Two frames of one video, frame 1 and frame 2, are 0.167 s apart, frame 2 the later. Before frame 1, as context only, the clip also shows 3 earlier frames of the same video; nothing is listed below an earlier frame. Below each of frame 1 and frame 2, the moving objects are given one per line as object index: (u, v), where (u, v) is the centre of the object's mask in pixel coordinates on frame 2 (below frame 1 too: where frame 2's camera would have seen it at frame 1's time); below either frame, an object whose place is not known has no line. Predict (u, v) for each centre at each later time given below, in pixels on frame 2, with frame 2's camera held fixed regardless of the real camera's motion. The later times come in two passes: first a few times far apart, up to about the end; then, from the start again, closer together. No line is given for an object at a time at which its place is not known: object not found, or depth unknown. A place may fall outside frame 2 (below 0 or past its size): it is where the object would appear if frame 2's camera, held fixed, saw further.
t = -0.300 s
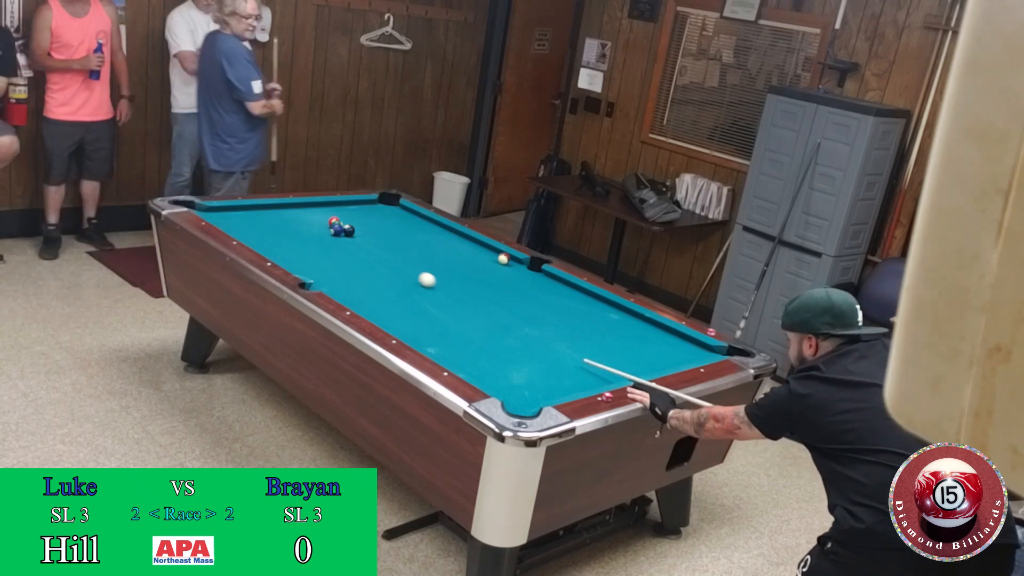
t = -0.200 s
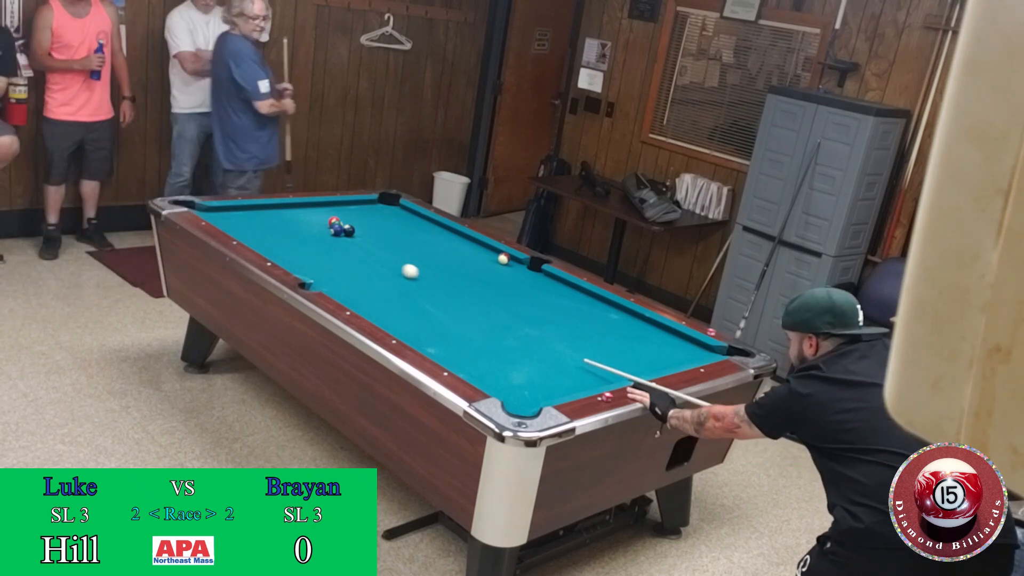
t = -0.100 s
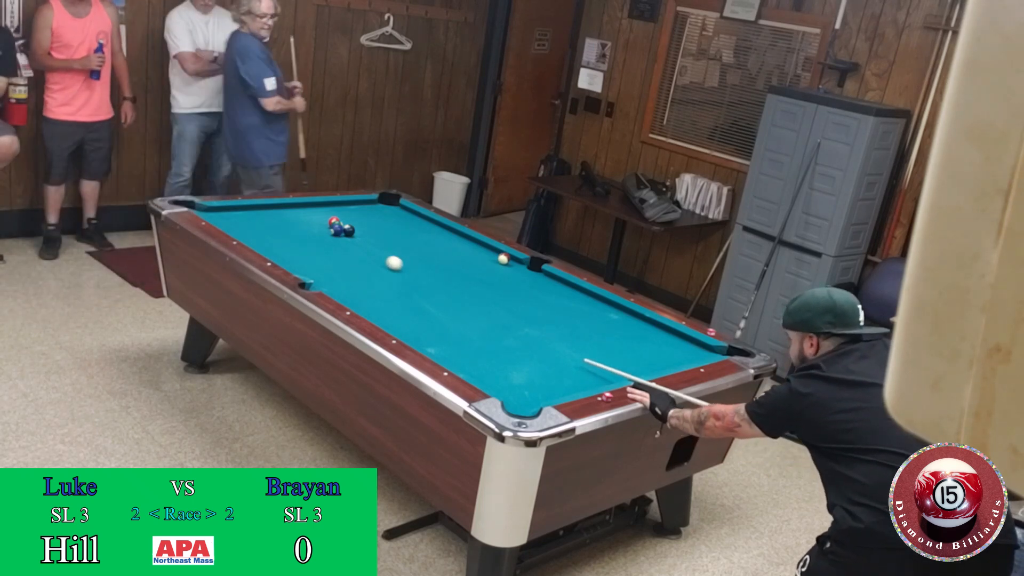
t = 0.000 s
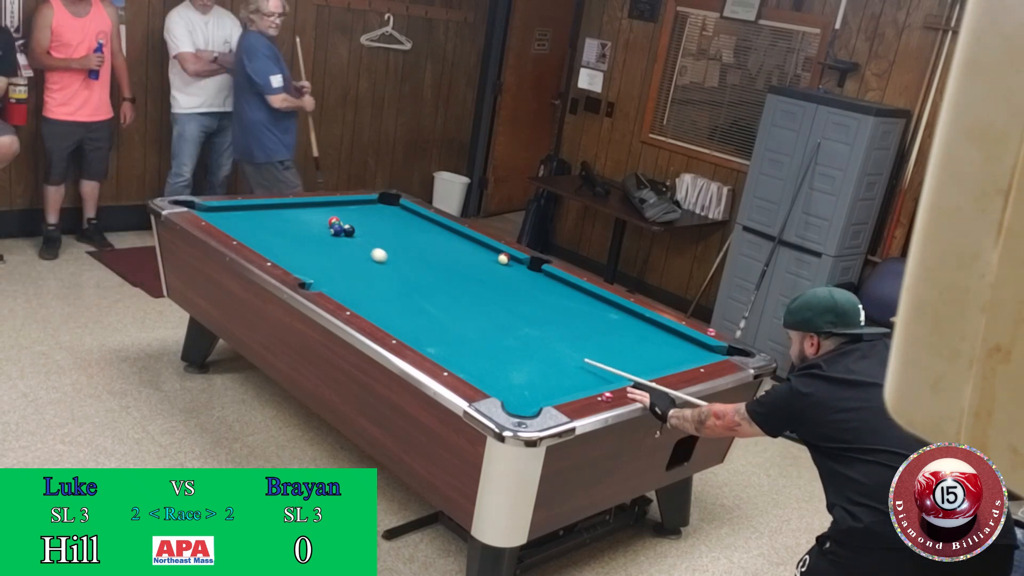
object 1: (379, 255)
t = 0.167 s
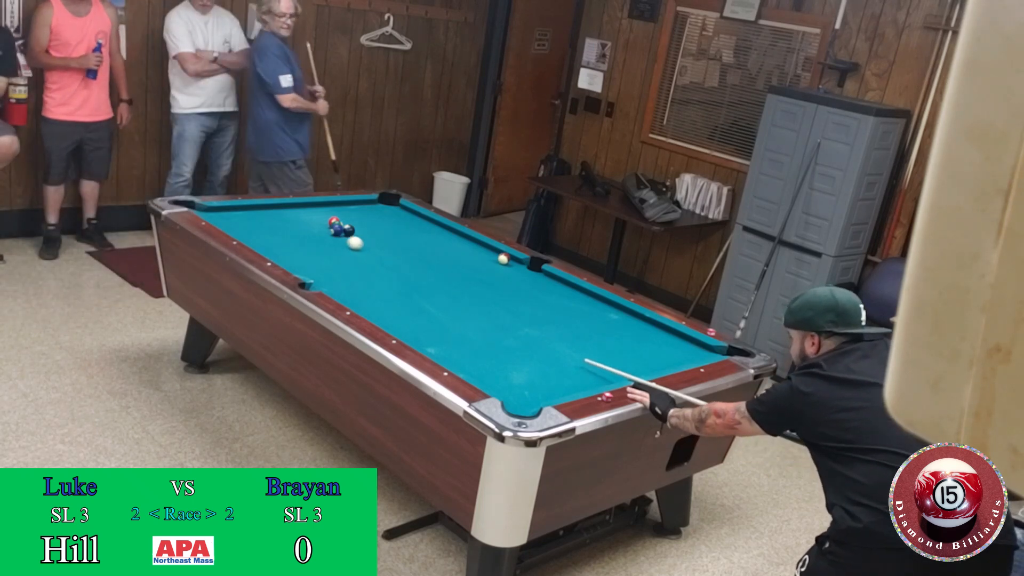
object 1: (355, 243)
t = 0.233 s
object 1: (345, 238)
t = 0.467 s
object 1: (314, 229)
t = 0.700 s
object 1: (284, 223)
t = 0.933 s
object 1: (255, 217)
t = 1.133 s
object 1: (231, 212)
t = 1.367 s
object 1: (213, 210)
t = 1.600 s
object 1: (208, 213)
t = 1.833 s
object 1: (216, 216)
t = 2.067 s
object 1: (226, 219)
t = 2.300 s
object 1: (236, 221)
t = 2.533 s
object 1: (245, 223)
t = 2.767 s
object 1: (253, 225)
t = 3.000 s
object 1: (260, 227)
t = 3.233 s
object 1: (266, 228)
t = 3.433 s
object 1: (270, 229)
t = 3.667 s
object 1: (275, 230)
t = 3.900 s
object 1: (278, 230)
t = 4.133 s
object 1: (281, 231)
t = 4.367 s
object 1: (282, 232)
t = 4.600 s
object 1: (282, 232)
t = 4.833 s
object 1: (283, 232)
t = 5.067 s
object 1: (282, 232)
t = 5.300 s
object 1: (282, 232)
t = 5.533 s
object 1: (282, 232)
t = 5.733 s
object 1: (282, 232)
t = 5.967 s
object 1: (282, 232)
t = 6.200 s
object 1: (282, 232)
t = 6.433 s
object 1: (282, 232)
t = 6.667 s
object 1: (282, 232)
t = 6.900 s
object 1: (282, 232)
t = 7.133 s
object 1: (282, 232)
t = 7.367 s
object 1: (282, 232)
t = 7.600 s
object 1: (282, 232)
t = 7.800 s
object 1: (282, 232)
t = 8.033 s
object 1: (282, 232)
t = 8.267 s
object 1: (282, 232)
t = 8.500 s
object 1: (282, 232)
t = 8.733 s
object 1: (282, 232)
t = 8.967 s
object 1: (282, 232)
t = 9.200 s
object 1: (282, 232)
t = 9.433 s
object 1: (282, 232)
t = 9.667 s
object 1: (282, 232)
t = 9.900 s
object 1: (282, 232)
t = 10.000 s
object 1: (282, 232)
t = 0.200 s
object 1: (350, 241)
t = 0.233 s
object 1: (345, 238)
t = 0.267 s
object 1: (341, 236)
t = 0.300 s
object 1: (337, 234)
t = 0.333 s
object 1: (332, 233)
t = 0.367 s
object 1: (327, 232)
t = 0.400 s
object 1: (323, 231)
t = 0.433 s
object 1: (319, 230)
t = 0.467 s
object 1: (314, 229)
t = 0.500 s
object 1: (310, 228)
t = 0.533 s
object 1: (305, 227)
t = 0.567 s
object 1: (301, 226)
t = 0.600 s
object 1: (297, 225)
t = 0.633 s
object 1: (292, 225)
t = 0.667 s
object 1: (288, 224)
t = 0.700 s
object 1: (284, 223)
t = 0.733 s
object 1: (279, 222)
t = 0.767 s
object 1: (275, 221)
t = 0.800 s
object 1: (271, 220)
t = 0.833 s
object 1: (267, 219)
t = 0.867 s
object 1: (263, 218)
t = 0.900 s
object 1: (259, 217)
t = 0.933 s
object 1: (255, 217)
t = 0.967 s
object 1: (251, 216)
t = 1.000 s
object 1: (247, 215)
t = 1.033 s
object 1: (243, 214)
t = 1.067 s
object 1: (239, 213)
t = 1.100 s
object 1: (235, 212)
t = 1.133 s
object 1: (231, 212)
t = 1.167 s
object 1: (227, 211)
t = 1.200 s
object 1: (223, 210)
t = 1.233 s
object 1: (220, 209)
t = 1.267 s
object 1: (216, 209)
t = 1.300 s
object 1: (214, 209)
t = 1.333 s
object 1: (214, 209)
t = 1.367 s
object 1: (213, 210)
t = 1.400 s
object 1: (212, 210)
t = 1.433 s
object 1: (211, 211)
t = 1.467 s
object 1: (211, 211)
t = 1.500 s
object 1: (210, 212)
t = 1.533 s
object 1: (209, 212)
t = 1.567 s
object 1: (209, 212)
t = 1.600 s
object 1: (208, 213)
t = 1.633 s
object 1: (207, 213)
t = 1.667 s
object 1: (208, 213)
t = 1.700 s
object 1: (210, 214)
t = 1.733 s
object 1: (211, 214)
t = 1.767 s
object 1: (213, 215)
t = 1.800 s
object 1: (214, 215)
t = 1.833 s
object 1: (216, 216)
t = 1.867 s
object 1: (218, 216)
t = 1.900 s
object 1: (219, 217)
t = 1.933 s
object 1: (221, 217)
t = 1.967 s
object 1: (222, 218)
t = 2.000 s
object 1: (224, 218)
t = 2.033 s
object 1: (225, 218)
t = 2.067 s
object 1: (226, 219)
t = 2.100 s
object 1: (228, 219)
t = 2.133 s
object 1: (229, 220)
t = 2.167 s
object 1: (231, 220)
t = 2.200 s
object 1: (232, 220)
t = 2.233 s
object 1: (234, 221)
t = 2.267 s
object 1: (235, 221)
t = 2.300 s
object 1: (236, 221)
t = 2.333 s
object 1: (237, 221)
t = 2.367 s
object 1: (239, 222)
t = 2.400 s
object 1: (240, 222)
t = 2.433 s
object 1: (241, 222)
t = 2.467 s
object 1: (243, 223)
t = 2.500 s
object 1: (244, 223)
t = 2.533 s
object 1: (245, 223)
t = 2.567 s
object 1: (246, 223)
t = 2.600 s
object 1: (248, 224)
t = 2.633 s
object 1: (249, 224)
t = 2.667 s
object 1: (250, 224)
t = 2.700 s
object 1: (251, 224)
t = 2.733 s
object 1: (252, 225)
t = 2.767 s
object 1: (253, 225)
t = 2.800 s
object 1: (254, 225)
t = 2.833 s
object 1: (255, 225)
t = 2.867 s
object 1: (256, 226)
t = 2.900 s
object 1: (257, 226)
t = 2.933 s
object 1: (258, 226)
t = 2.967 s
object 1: (259, 226)
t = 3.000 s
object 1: (260, 227)
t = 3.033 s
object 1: (261, 227)
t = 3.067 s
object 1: (262, 227)
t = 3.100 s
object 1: (262, 227)
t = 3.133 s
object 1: (263, 227)
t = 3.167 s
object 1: (264, 227)
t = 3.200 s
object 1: (265, 228)
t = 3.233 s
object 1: (266, 228)
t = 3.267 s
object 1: (267, 228)
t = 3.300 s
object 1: (267, 228)
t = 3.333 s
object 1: (268, 228)
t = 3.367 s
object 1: (269, 229)
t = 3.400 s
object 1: (270, 229)
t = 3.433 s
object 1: (270, 229)
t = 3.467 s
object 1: (271, 229)
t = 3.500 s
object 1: (272, 229)
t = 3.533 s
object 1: (272, 229)
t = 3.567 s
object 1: (273, 229)
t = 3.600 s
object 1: (274, 230)
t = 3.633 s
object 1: (274, 230)
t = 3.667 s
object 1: (275, 230)
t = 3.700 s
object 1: (275, 230)
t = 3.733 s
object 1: (276, 230)
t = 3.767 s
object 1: (276, 230)
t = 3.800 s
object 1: (277, 230)
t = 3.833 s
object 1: (277, 230)
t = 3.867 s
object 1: (278, 230)
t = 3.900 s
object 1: (278, 230)
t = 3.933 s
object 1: (279, 231)
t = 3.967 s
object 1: (279, 231)
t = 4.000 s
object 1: (279, 231)
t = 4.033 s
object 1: (280, 231)
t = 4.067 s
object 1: (280, 231)
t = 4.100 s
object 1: (280, 231)
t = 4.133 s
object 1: (281, 231)
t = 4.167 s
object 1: (281, 231)
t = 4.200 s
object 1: (281, 231)
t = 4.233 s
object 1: (281, 231)
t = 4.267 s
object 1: (281, 232)
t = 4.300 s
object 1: (282, 232)
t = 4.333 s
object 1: (282, 232)
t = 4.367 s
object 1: (282, 232)
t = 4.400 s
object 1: (282, 232)
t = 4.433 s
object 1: (282, 232)
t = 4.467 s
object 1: (282, 232)
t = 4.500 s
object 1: (283, 232)
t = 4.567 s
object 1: (283, 232)
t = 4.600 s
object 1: (282, 232)
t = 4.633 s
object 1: (283, 232)
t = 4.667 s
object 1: (282, 232)
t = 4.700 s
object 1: (283, 232)
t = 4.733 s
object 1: (283, 232)
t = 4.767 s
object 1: (283, 232)
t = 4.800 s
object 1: (283, 232)
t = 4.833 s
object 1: (283, 232)
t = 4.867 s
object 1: (282, 232)
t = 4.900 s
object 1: (283, 232)
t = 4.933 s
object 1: (282, 232)
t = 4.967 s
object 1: (282, 232)
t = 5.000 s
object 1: (282, 232)
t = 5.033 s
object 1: (282, 232)
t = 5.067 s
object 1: (282, 232)
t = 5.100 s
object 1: (282, 232)
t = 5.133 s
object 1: (282, 232)
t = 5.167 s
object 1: (282, 232)
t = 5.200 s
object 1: (282, 232)
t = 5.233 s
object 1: (282, 232)
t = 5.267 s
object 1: (282, 232)
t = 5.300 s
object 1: (282, 232)
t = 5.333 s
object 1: (283, 232)
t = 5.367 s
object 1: (282, 232)
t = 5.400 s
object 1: (282, 232)
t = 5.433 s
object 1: (282, 232)
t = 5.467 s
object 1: (282, 232)
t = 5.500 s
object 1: (282, 232)
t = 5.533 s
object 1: (282, 232)
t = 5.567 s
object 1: (282, 232)
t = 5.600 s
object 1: (282, 232)
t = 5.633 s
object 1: (282, 232)
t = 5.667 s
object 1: (282, 232)
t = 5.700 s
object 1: (282, 232)
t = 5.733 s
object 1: (282, 232)
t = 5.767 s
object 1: (282, 232)
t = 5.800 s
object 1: (282, 232)
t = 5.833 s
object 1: (282, 232)
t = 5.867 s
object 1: (282, 232)
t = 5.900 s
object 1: (282, 232)
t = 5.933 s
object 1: (282, 232)
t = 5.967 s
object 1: (282, 232)
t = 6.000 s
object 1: (282, 232)
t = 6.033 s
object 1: (282, 232)
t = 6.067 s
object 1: (282, 232)
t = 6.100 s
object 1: (282, 232)
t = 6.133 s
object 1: (282, 232)
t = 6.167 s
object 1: (282, 232)
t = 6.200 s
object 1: (282, 232)
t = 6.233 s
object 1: (282, 232)
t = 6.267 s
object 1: (282, 232)
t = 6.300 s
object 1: (282, 232)
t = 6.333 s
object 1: (282, 232)
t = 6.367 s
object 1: (282, 232)
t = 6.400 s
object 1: (282, 232)
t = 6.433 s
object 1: (282, 232)
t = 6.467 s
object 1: (282, 232)
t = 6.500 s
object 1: (282, 232)
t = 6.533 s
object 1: (282, 232)
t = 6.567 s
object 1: (282, 232)
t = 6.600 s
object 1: (282, 232)
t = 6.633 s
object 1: (282, 232)
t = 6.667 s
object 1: (282, 232)
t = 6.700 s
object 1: (282, 232)
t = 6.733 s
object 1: (282, 232)
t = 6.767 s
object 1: (282, 232)
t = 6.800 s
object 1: (282, 232)
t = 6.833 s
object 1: (282, 232)
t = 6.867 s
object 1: (282, 232)
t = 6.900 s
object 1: (282, 232)
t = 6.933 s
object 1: (282, 232)
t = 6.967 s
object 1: (282, 232)
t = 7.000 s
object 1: (282, 232)
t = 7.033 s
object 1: (282, 232)
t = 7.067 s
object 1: (282, 232)
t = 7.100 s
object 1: (282, 232)
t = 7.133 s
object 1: (282, 232)
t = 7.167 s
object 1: (282, 232)
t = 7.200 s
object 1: (282, 232)
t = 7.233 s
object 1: (282, 232)
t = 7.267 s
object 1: (282, 232)
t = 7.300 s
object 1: (282, 232)
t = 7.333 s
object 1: (282, 232)
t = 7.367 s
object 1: (282, 232)
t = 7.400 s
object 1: (282, 232)
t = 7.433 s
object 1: (282, 232)
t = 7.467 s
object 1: (282, 232)
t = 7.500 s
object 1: (282, 232)
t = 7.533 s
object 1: (282, 232)
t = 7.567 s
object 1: (282, 232)
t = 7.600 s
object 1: (282, 232)
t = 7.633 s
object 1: (282, 232)
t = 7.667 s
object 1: (282, 232)
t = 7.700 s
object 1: (282, 232)
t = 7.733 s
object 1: (282, 232)
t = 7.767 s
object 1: (282, 232)
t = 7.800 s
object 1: (282, 232)
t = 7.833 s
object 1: (282, 232)
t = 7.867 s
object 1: (282, 232)
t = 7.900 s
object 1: (282, 232)
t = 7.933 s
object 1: (282, 232)
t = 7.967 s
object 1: (282, 232)
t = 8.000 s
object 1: (282, 232)
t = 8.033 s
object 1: (282, 232)
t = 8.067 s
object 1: (282, 232)
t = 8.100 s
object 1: (282, 232)
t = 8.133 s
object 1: (282, 232)
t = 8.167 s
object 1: (282, 232)
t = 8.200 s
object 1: (282, 232)
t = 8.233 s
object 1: (282, 232)
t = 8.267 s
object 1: (282, 232)
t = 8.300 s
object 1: (282, 232)
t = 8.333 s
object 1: (282, 232)
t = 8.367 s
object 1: (282, 232)
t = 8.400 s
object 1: (282, 232)
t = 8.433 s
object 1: (282, 232)
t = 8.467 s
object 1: (282, 232)
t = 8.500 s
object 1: (282, 232)
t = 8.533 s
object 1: (282, 232)
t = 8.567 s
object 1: (282, 232)
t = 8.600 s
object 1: (282, 232)
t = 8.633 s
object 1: (282, 232)
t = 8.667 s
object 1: (282, 232)
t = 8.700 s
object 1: (282, 232)
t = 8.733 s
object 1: (282, 232)
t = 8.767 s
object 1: (282, 232)
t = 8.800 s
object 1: (282, 232)
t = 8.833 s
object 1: (282, 232)
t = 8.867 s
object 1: (282, 232)
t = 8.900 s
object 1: (282, 232)
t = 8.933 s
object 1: (282, 232)
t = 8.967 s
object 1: (282, 232)
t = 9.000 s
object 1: (282, 232)
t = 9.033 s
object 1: (282, 232)
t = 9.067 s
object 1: (282, 232)
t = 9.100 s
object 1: (282, 232)
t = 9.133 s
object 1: (282, 232)
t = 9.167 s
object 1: (282, 232)
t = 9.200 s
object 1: (282, 232)
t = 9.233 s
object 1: (282, 232)
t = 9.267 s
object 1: (282, 232)
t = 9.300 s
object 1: (282, 232)
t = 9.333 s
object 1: (282, 232)
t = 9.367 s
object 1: (282, 232)
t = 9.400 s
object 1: (282, 232)
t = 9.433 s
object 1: (282, 232)
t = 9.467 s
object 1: (282, 232)
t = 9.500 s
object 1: (282, 232)
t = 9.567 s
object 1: (282, 232)
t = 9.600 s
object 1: (282, 232)
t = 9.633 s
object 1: (282, 232)
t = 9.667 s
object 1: (282, 232)
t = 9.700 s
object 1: (282, 232)
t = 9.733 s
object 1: (282, 232)
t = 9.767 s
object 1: (282, 232)
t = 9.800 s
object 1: (282, 232)
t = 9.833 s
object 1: (282, 232)
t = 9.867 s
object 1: (282, 232)
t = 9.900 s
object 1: (282, 232)
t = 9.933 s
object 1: (282, 232)
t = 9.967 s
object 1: (282, 232)
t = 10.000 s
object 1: (282, 232)
